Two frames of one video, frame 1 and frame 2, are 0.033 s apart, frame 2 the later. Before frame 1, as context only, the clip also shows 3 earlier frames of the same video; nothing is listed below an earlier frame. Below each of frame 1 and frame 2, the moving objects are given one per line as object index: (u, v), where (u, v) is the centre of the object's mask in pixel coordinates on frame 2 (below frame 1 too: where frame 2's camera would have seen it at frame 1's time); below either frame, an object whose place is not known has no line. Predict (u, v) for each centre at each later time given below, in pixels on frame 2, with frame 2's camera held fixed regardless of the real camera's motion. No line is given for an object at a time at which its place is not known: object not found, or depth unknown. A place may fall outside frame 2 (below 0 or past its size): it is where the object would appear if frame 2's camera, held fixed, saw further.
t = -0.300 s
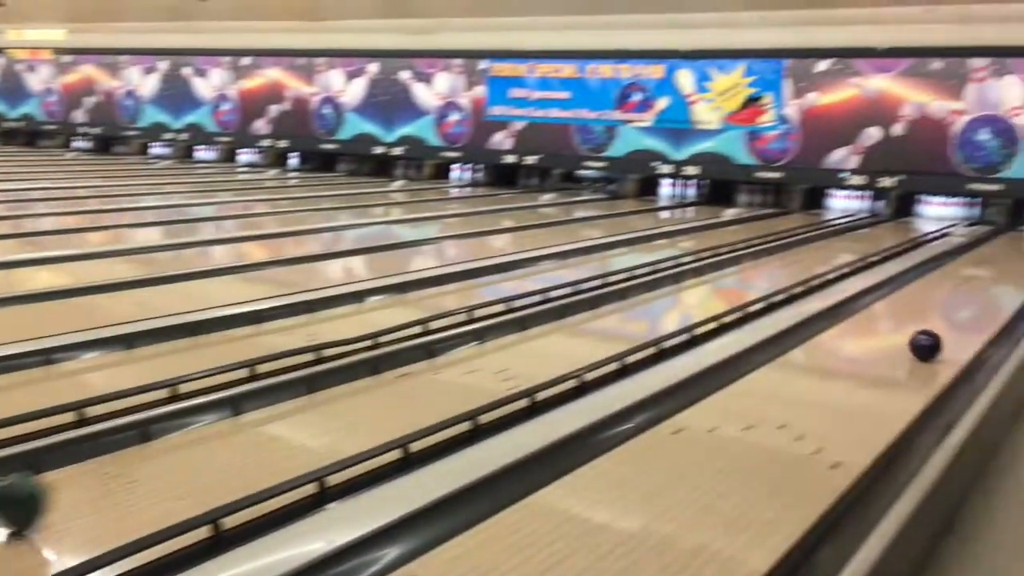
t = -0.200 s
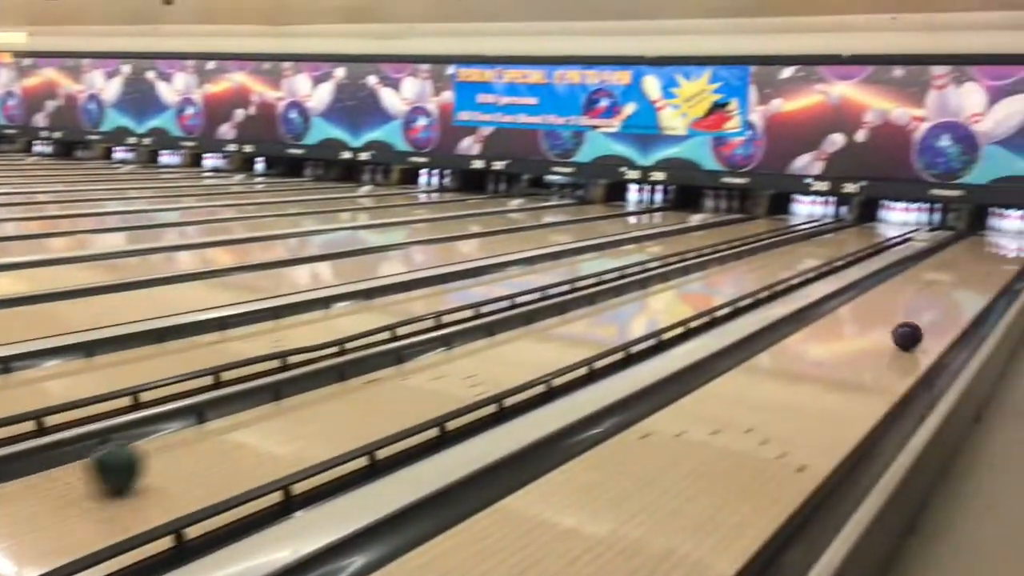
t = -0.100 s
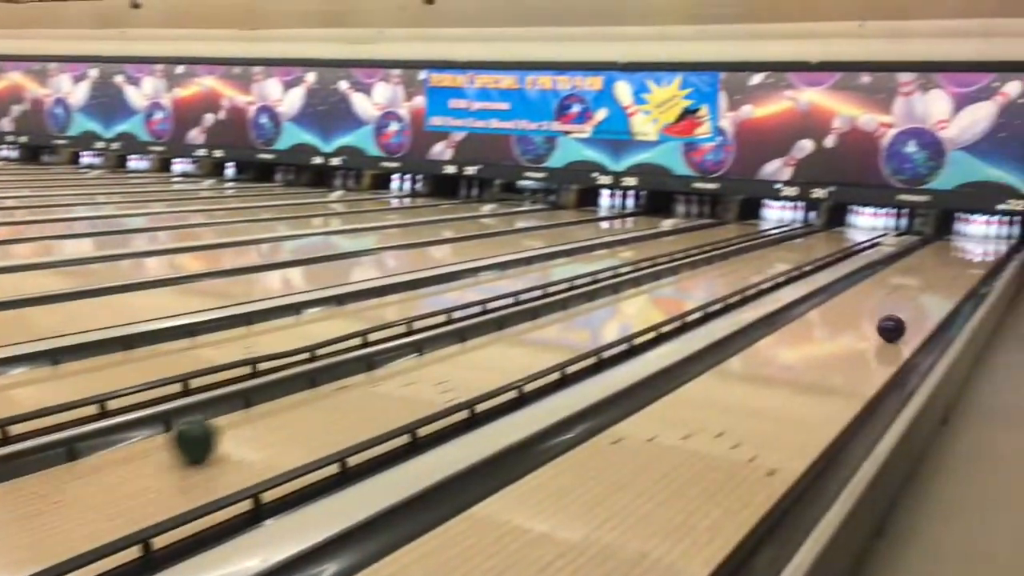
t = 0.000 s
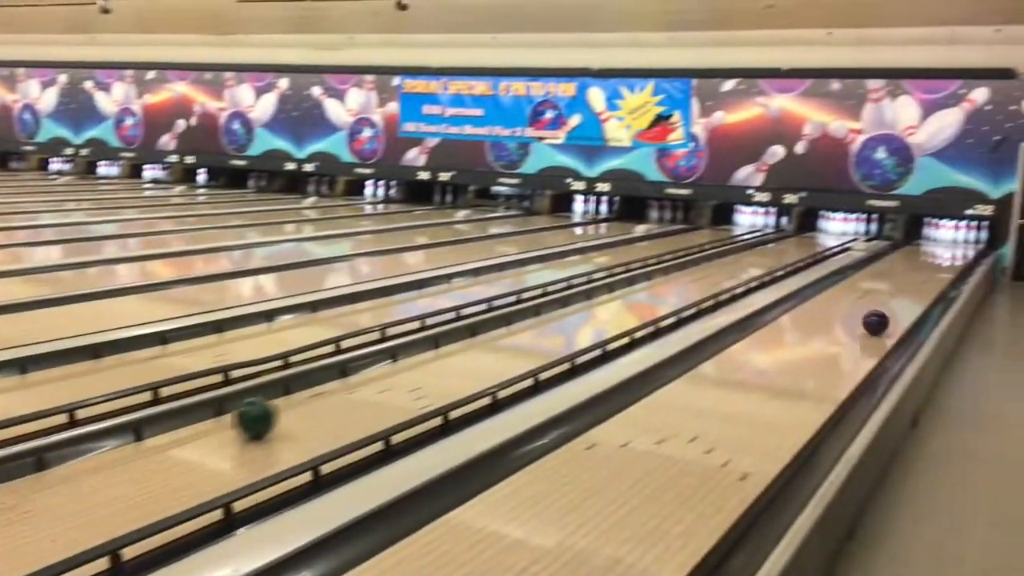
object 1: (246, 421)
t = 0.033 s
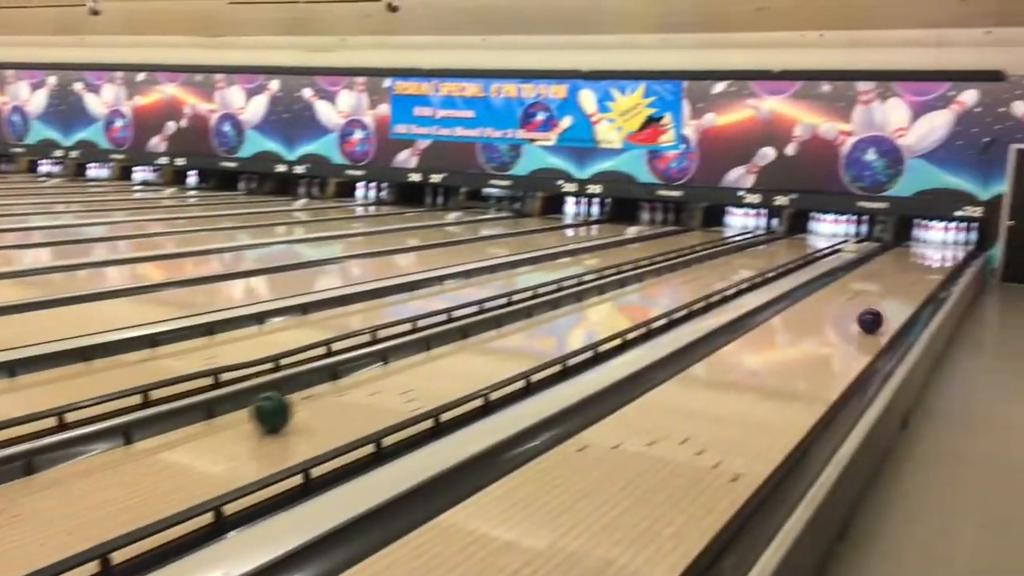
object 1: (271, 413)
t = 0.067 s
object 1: (296, 404)
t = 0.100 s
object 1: (319, 397)
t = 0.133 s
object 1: (341, 388)
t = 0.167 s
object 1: (360, 382)
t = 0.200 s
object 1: (379, 376)
